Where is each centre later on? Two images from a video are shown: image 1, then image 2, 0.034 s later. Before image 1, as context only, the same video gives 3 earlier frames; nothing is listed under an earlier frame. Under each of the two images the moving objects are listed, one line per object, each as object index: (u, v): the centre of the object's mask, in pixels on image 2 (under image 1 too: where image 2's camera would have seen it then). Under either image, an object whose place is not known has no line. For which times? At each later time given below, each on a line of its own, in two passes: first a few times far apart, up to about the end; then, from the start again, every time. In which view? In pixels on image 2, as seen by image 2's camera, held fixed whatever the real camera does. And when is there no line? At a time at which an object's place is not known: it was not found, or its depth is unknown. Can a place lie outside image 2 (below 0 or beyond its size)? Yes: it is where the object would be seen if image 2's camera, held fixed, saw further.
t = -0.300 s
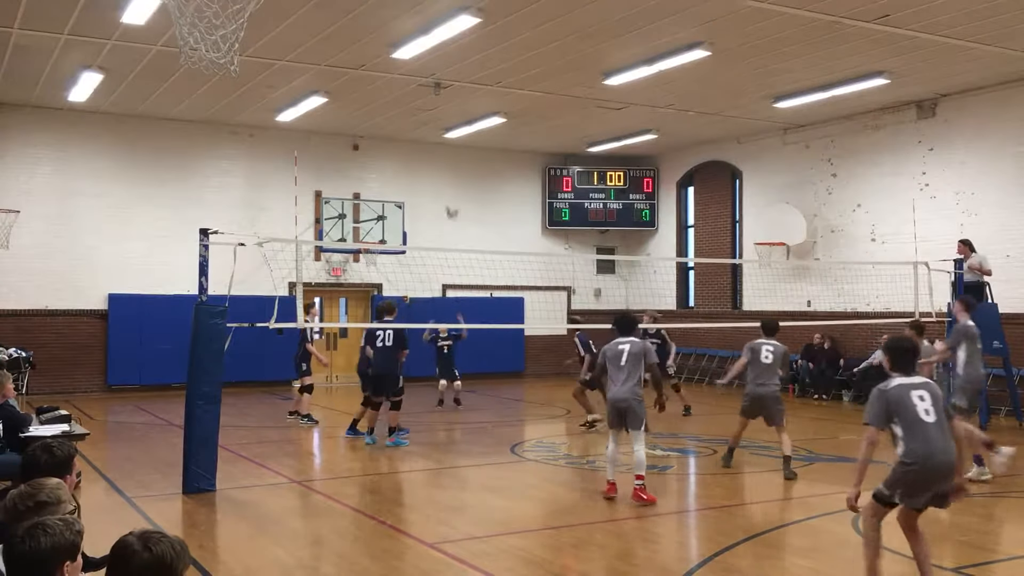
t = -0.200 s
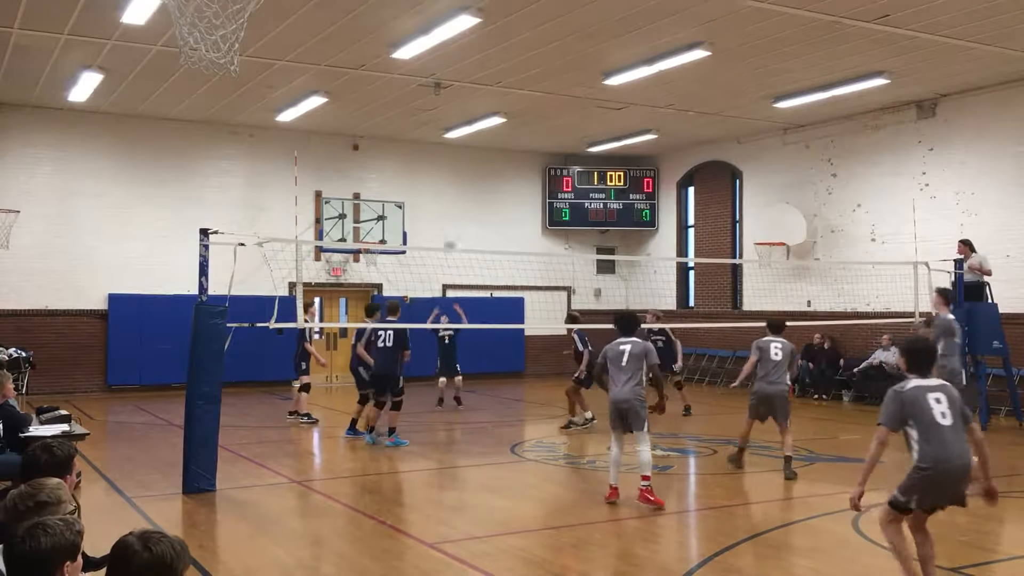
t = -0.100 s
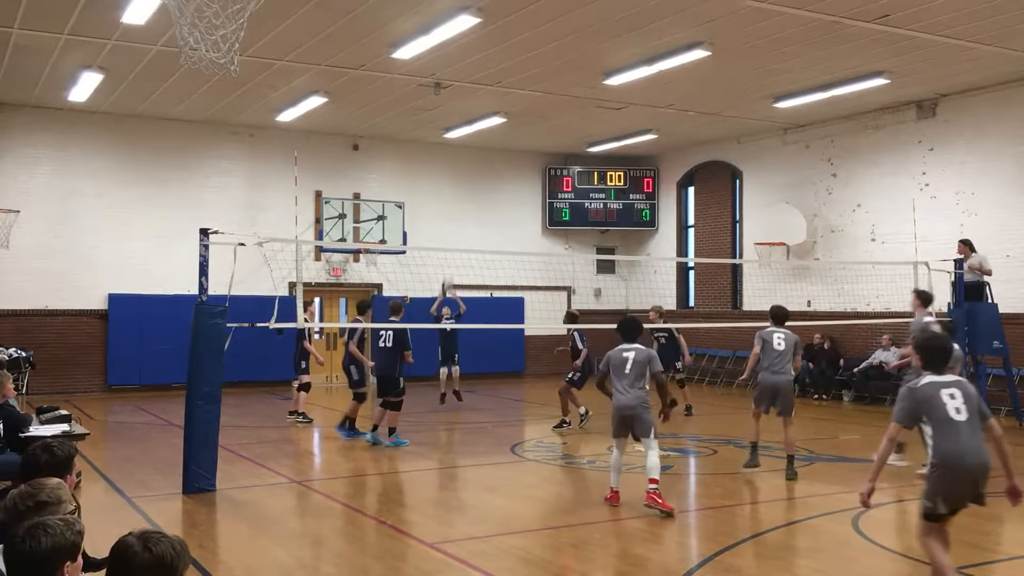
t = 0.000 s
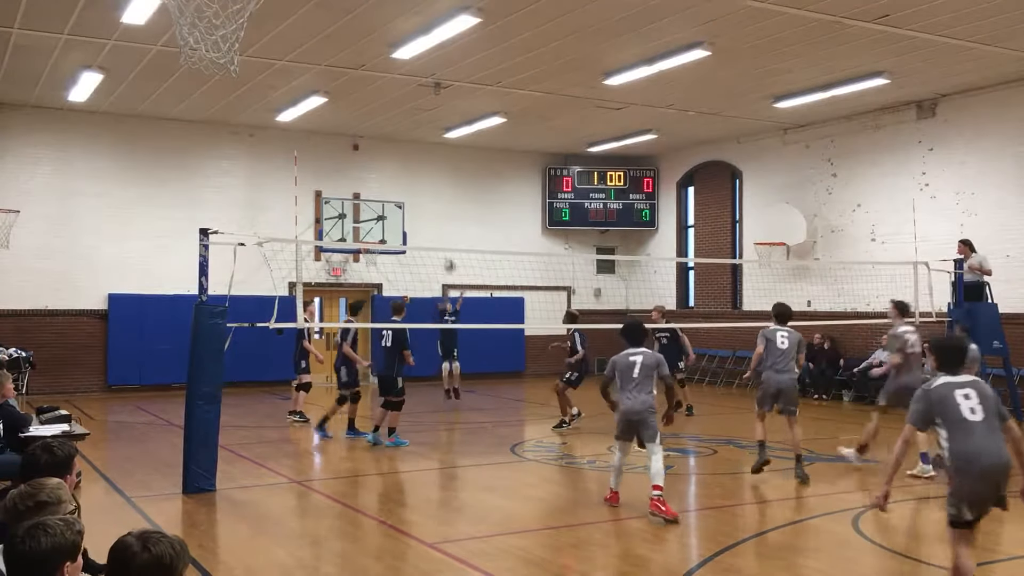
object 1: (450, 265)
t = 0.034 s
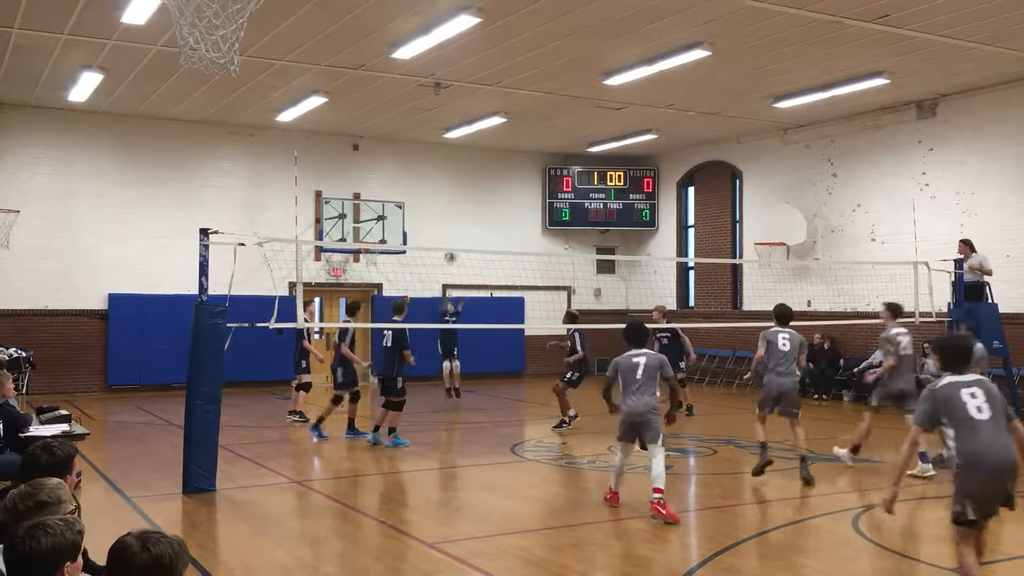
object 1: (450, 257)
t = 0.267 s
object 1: (460, 201)
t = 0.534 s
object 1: (469, 181)
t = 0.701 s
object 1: (475, 191)
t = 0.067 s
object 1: (451, 246)
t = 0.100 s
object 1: (453, 240)
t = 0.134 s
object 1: (454, 232)
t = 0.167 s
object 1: (455, 224)
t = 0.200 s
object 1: (457, 215)
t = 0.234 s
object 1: (458, 208)
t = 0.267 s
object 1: (460, 201)
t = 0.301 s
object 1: (460, 197)
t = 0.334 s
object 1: (461, 193)
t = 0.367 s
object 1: (462, 189)
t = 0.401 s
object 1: (463, 186)
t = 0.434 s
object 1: (465, 183)
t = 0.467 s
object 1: (466, 181)
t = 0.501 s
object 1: (468, 181)
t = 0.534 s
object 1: (469, 181)
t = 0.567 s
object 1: (470, 181)
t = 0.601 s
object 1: (472, 182)
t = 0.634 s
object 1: (473, 184)
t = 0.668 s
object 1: (474, 187)
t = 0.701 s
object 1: (475, 191)
